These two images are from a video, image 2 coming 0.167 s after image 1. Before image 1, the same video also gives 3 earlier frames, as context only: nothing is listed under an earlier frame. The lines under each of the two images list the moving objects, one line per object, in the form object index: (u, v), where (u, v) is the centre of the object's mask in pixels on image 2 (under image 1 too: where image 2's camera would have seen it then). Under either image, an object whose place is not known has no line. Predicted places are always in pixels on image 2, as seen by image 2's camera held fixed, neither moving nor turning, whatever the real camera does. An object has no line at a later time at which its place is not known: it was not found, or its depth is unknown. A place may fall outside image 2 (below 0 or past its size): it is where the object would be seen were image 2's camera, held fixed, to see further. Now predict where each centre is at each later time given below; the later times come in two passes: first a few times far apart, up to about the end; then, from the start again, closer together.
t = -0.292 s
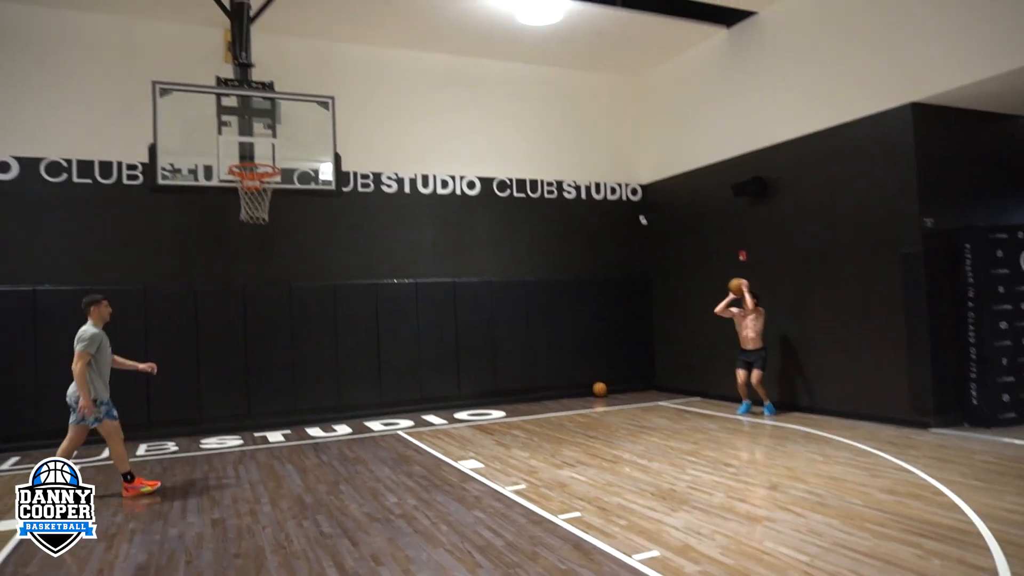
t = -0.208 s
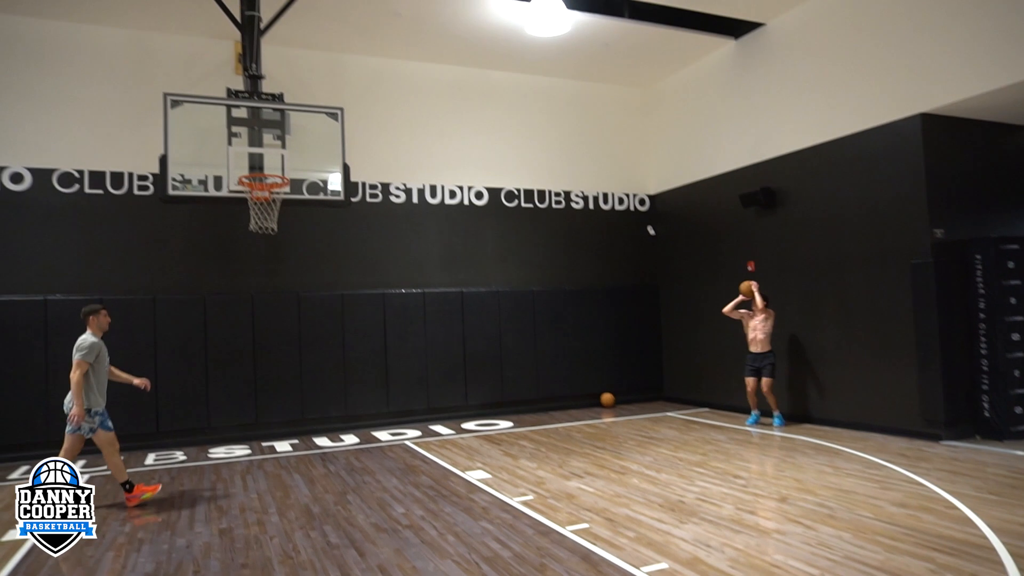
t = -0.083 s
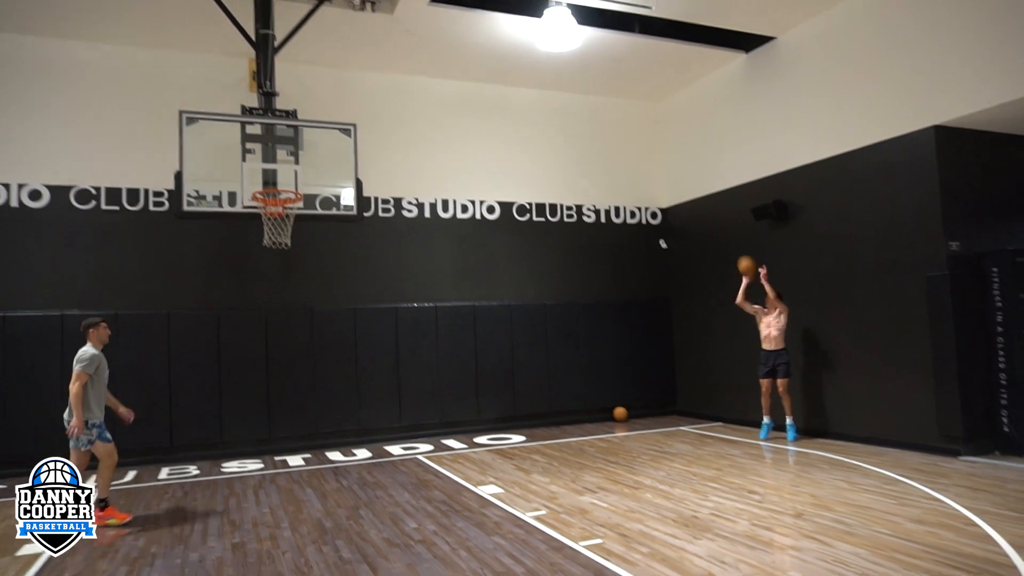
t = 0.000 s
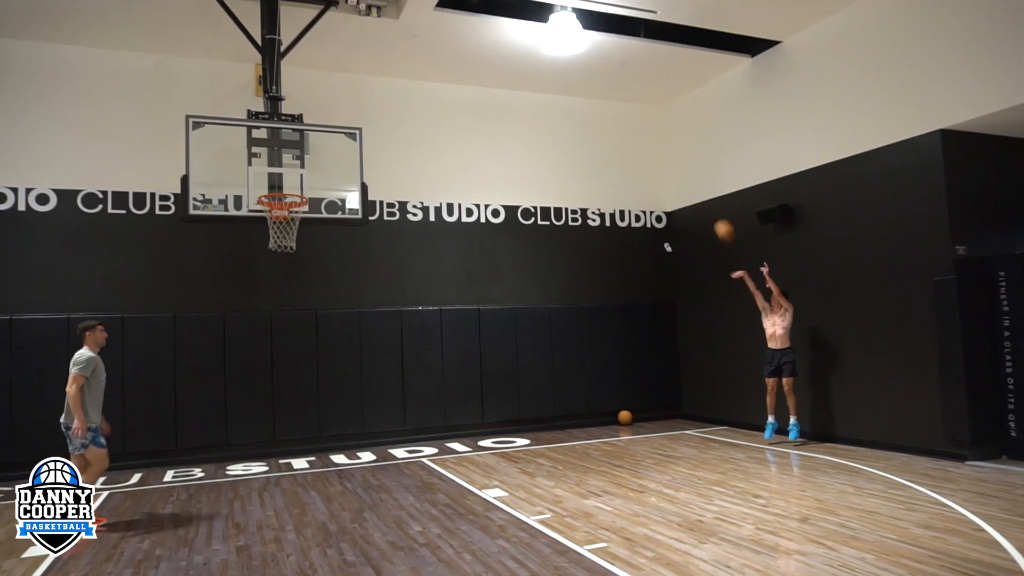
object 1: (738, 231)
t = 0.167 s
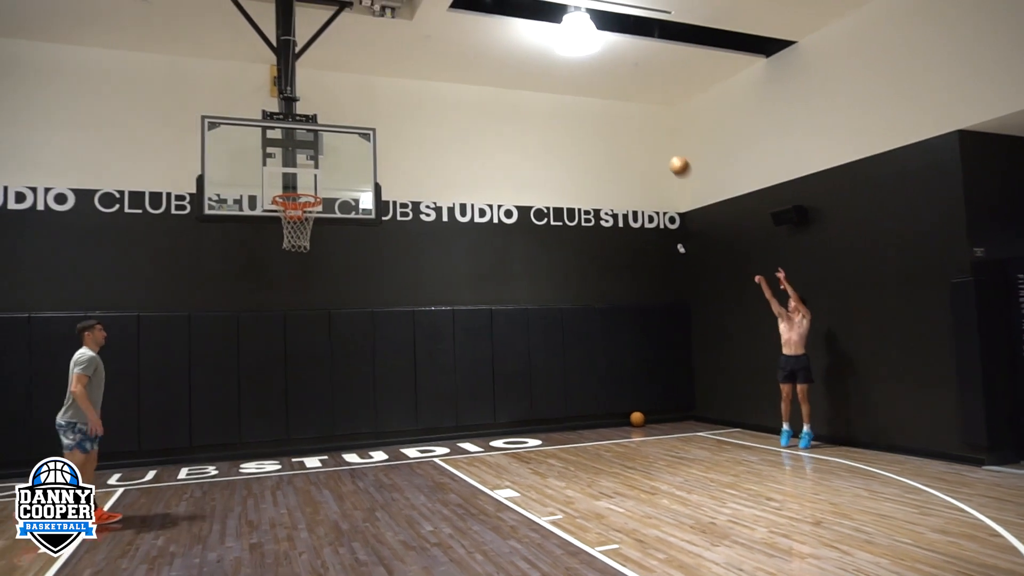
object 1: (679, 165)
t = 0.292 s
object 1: (635, 128)
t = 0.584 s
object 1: (533, 86)
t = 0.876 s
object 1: (419, 109)
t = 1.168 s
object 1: (302, 182)
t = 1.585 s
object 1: (163, 148)
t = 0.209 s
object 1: (664, 152)
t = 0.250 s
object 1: (650, 140)
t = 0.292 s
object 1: (635, 128)
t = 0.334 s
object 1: (620, 118)
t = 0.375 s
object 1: (606, 110)
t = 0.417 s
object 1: (591, 102)
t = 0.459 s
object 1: (577, 96)
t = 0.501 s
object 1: (562, 91)
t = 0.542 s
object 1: (547, 88)
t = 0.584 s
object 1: (533, 86)
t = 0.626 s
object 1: (517, 85)
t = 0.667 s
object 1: (500, 85)
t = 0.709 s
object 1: (484, 87)
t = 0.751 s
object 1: (468, 91)
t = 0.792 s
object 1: (452, 95)
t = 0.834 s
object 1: (436, 101)
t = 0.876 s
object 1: (419, 109)
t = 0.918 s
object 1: (402, 119)
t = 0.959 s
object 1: (386, 129)
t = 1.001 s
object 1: (368, 142)
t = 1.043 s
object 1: (350, 157)
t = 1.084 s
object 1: (332, 173)
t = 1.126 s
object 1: (314, 188)
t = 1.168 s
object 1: (302, 182)
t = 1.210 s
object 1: (289, 173)
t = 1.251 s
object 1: (275, 163)
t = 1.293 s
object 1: (262, 156)
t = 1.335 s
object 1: (248, 150)
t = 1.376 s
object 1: (235, 145)
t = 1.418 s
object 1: (221, 143)
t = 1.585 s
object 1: (163, 148)
